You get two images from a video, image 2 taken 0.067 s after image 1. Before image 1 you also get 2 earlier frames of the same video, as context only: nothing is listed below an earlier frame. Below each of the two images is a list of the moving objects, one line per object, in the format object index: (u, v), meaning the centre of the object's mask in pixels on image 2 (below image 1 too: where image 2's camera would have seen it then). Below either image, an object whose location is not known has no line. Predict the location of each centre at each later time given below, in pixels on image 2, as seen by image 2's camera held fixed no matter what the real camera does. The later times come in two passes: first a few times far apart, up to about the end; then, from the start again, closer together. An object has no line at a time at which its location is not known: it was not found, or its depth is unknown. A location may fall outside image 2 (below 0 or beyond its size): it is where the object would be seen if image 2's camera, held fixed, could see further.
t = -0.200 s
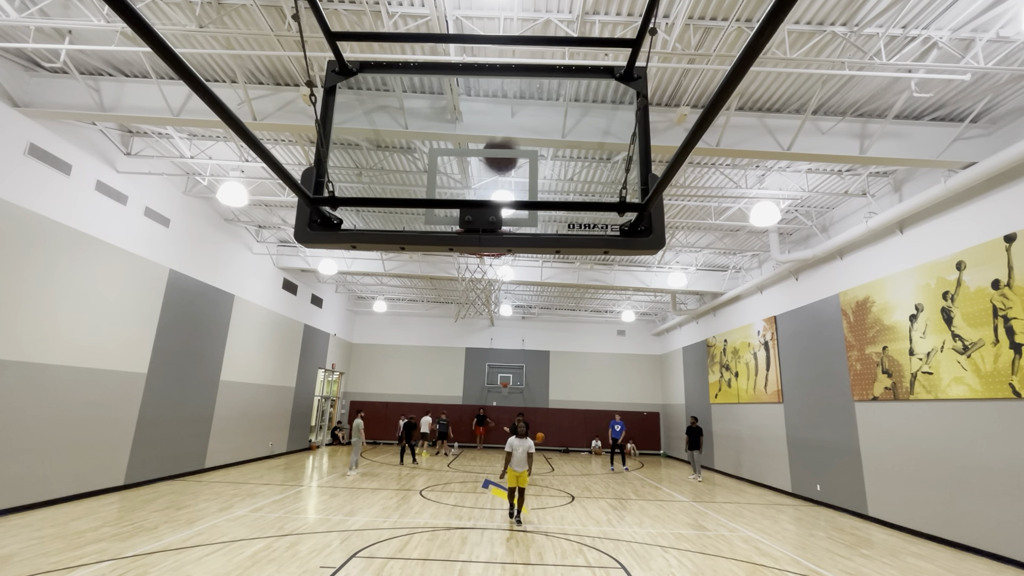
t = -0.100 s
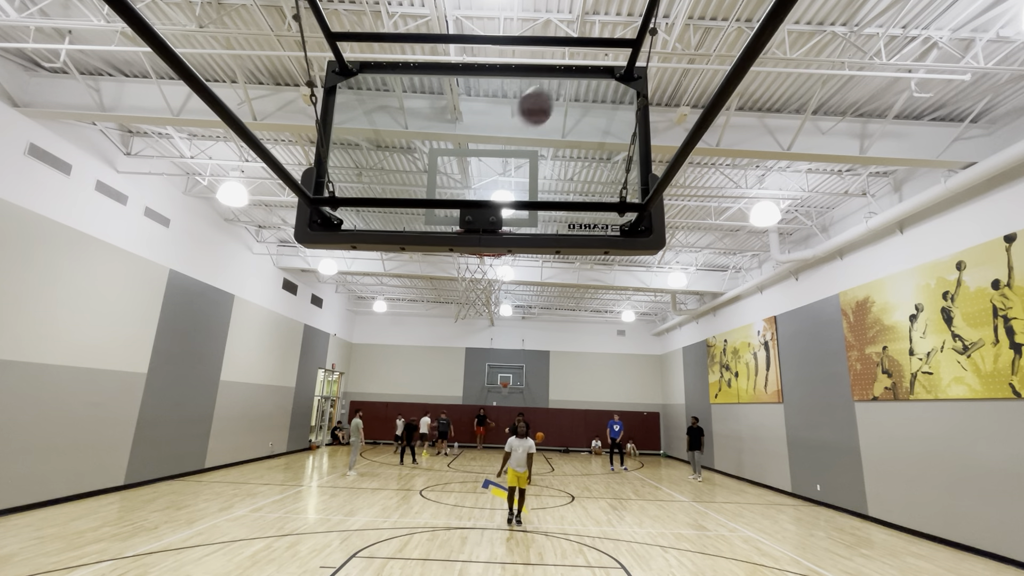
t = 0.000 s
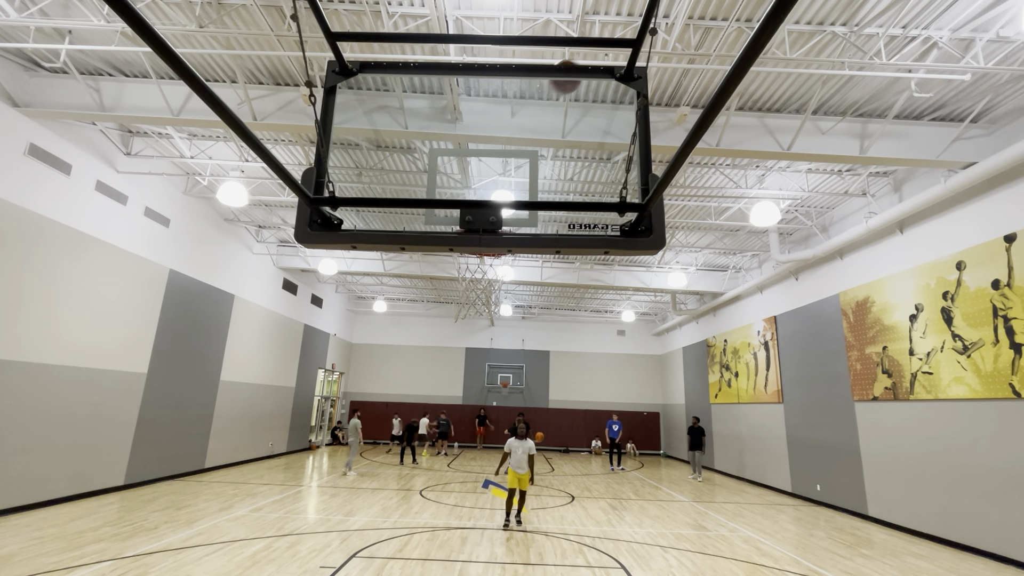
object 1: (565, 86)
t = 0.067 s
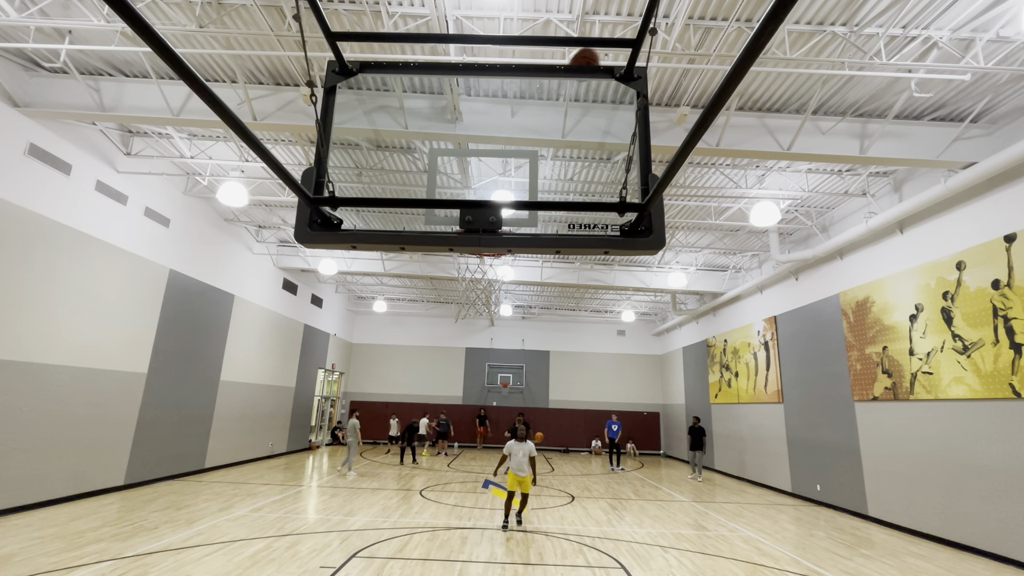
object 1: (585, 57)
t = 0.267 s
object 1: (636, 58)
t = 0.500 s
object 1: (681, 102)
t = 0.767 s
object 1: (736, 210)
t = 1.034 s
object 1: (794, 382)
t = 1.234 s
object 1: (840, 566)
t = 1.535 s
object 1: (879, 498)
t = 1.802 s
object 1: (909, 397)
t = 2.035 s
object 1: (944, 375)
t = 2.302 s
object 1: (998, 424)
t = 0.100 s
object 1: (593, 57)
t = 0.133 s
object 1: (601, 57)
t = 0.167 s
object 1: (608, 57)
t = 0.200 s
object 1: (615, 57)
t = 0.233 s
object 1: (619, 57)
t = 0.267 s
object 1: (636, 58)
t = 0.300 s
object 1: (645, 59)
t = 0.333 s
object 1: (650, 64)
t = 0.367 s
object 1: (657, 71)
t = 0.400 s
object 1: (661, 77)
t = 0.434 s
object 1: (668, 84)
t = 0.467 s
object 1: (675, 93)
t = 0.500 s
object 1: (681, 102)
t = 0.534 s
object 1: (688, 111)
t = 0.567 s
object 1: (690, 119)
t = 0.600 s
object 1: (708, 137)
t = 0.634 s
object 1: (709, 147)
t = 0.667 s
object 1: (715, 160)
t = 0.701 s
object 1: (723, 176)
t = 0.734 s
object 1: (729, 192)
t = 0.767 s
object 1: (736, 210)
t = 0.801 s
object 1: (742, 227)
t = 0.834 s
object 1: (750, 246)
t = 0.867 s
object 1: (756, 265)
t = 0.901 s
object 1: (764, 287)
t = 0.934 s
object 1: (771, 310)
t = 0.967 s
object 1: (778, 331)
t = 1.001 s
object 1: (787, 357)
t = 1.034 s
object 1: (794, 382)
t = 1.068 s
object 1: (801, 410)
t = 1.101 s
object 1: (808, 439)
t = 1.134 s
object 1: (816, 469)
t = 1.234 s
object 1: (840, 566)
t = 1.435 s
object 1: (871, 562)
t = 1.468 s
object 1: (873, 540)
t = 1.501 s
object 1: (876, 518)
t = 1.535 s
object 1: (879, 498)
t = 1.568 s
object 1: (883, 480)
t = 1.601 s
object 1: (886, 464)
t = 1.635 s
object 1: (889, 449)
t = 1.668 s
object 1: (893, 436)
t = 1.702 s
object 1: (897, 424)
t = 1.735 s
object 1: (901, 413)
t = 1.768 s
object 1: (905, 404)
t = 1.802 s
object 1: (909, 397)
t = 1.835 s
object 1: (913, 390)
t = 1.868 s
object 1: (919, 384)
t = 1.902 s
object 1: (923, 380)
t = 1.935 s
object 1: (928, 377)
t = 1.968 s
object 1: (933, 375)
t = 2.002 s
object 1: (938, 374)
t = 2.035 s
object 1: (944, 375)
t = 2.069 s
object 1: (950, 377)
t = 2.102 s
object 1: (955, 380)
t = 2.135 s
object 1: (962, 384)
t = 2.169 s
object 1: (968, 389)
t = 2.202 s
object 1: (975, 396)
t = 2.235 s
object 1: (983, 404)
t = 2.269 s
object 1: (990, 413)
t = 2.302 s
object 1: (998, 424)
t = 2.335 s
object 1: (1005, 435)
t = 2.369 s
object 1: (1011, 448)
